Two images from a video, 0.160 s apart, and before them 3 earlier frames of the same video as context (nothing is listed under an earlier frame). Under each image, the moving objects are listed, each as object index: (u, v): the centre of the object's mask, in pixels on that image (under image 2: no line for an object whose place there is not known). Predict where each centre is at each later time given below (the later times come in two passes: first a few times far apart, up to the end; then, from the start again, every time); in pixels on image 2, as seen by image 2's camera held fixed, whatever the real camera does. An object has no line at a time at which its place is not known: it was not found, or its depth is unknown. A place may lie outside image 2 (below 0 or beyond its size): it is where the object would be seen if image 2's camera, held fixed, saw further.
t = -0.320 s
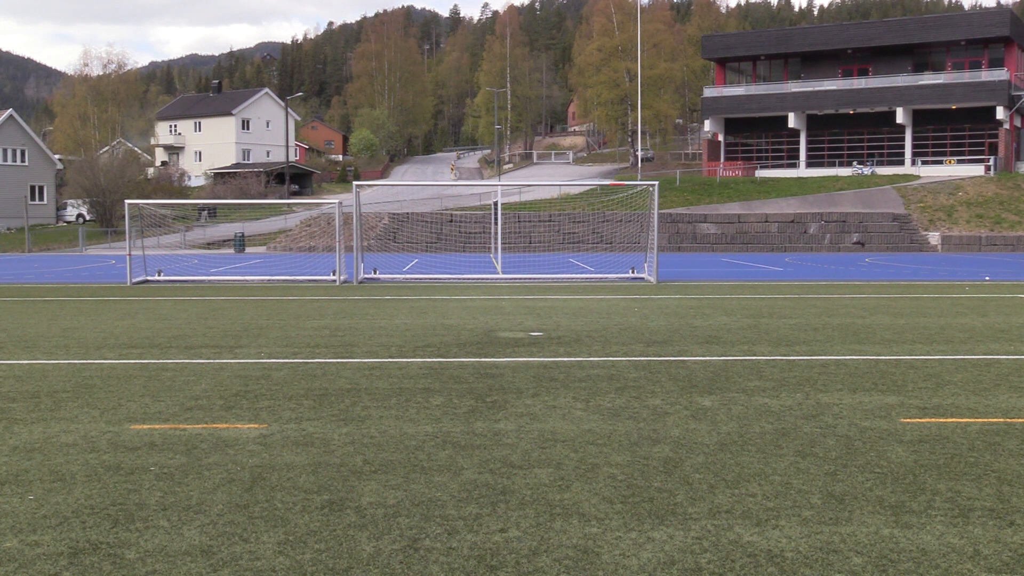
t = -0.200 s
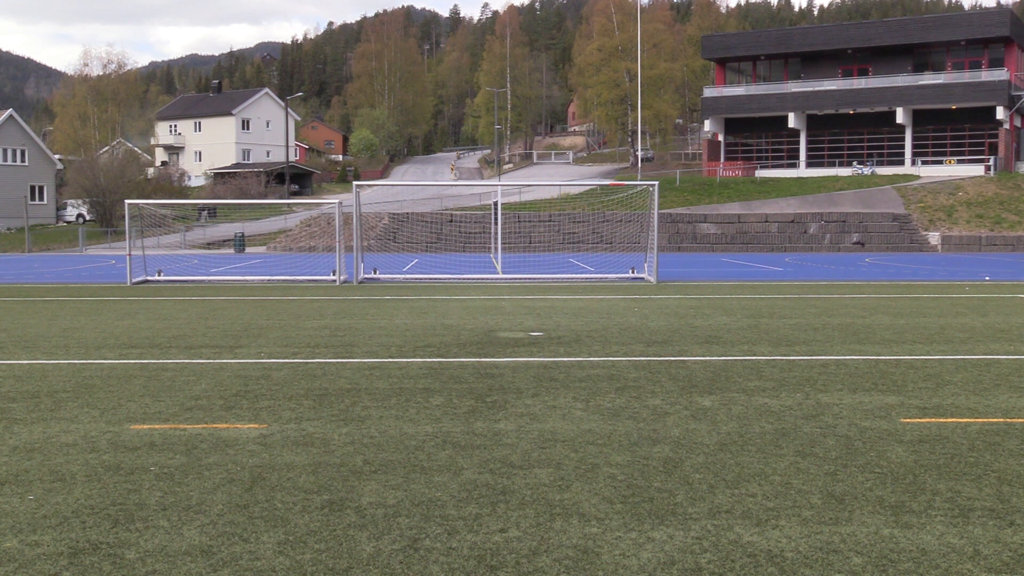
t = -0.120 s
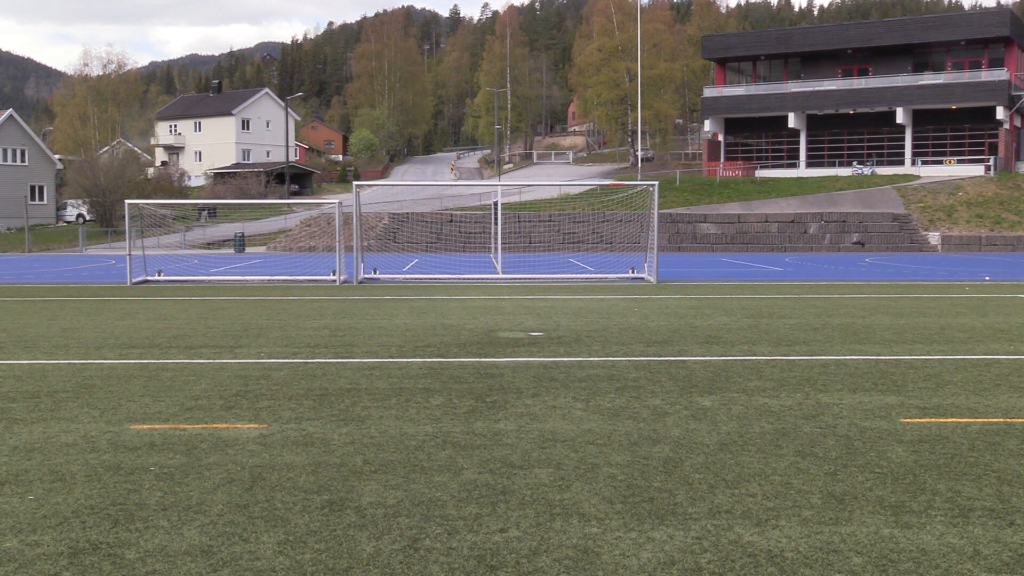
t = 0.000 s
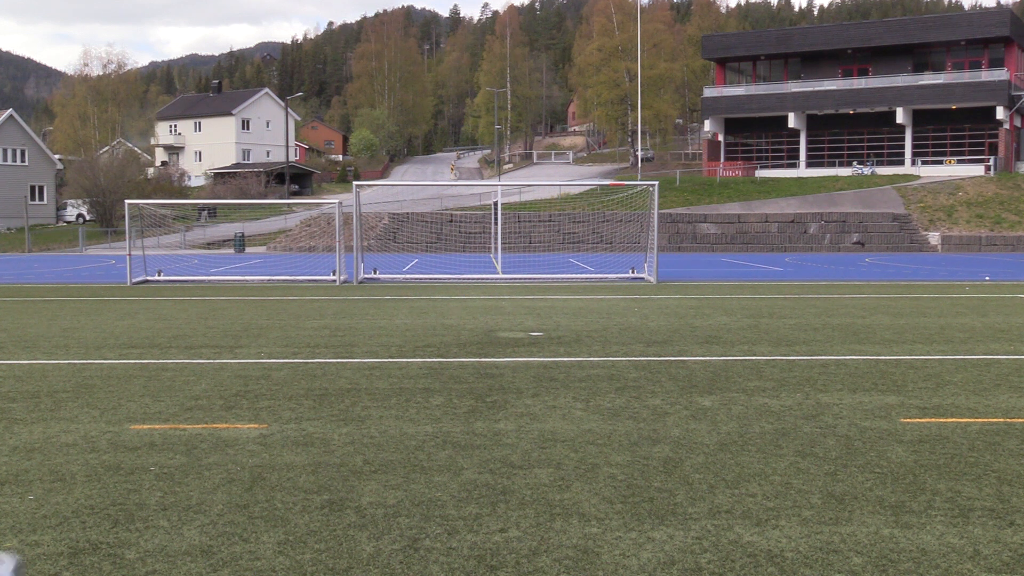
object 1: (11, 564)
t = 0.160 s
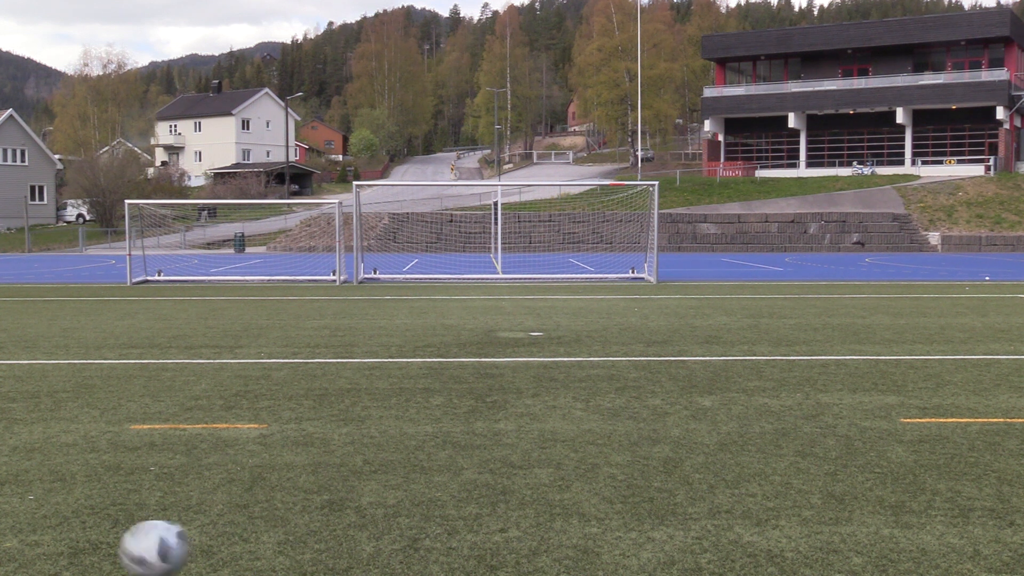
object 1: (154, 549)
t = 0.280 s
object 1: (253, 555)
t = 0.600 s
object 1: (364, 512)
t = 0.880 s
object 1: (389, 492)
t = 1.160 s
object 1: (414, 477)
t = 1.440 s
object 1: (431, 463)
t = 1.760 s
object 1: (449, 452)
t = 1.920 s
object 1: (458, 447)
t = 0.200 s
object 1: (190, 550)
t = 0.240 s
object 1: (223, 553)
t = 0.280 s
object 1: (253, 555)
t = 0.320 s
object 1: (268, 541)
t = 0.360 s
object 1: (284, 525)
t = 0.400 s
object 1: (298, 515)
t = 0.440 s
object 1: (312, 507)
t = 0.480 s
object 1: (326, 504)
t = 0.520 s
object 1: (339, 503)
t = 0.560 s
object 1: (351, 506)
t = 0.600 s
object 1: (364, 512)
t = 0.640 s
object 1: (369, 504)
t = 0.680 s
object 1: (372, 496)
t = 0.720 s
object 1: (376, 491)
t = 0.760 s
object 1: (379, 490)
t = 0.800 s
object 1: (382, 492)
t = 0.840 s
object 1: (385, 496)
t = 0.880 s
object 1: (389, 492)
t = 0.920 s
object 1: (393, 488)
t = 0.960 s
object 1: (397, 485)
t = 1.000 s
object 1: (401, 486)
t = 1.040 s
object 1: (405, 483)
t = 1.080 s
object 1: (408, 481)
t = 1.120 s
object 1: (411, 479)
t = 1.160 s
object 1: (414, 477)
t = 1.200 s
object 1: (416, 474)
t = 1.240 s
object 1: (419, 473)
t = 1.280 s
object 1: (421, 471)
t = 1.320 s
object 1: (424, 468)
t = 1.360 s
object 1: (427, 467)
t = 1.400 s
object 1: (429, 465)
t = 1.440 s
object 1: (431, 463)
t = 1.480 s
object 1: (433, 462)
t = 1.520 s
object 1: (435, 460)
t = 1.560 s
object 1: (438, 459)
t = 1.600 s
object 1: (440, 457)
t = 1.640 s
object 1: (442, 456)
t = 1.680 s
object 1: (445, 455)
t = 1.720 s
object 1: (447, 454)
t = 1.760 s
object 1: (449, 452)
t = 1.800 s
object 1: (451, 451)
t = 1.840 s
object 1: (454, 450)
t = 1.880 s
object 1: (456, 449)
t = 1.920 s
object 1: (458, 447)
